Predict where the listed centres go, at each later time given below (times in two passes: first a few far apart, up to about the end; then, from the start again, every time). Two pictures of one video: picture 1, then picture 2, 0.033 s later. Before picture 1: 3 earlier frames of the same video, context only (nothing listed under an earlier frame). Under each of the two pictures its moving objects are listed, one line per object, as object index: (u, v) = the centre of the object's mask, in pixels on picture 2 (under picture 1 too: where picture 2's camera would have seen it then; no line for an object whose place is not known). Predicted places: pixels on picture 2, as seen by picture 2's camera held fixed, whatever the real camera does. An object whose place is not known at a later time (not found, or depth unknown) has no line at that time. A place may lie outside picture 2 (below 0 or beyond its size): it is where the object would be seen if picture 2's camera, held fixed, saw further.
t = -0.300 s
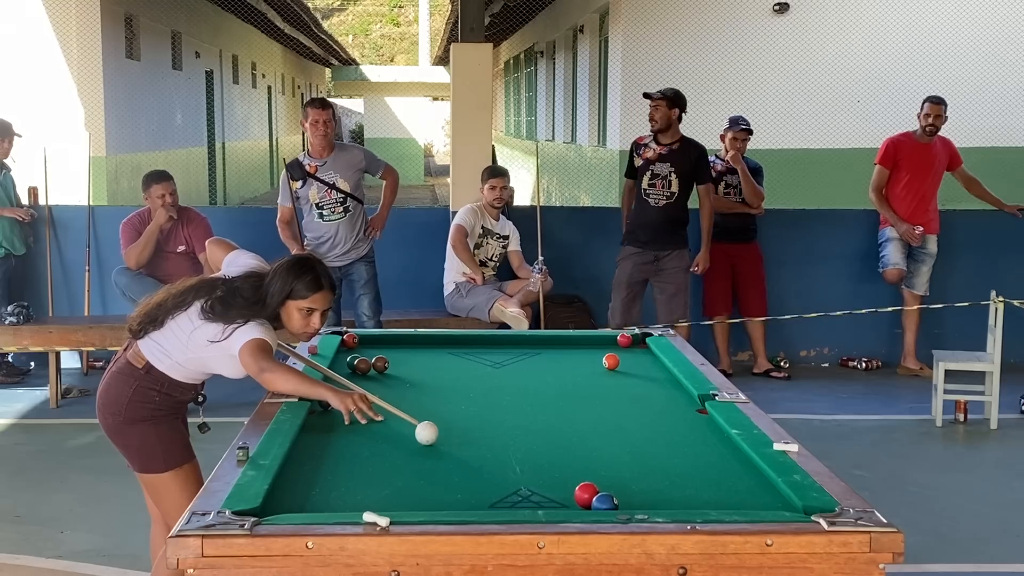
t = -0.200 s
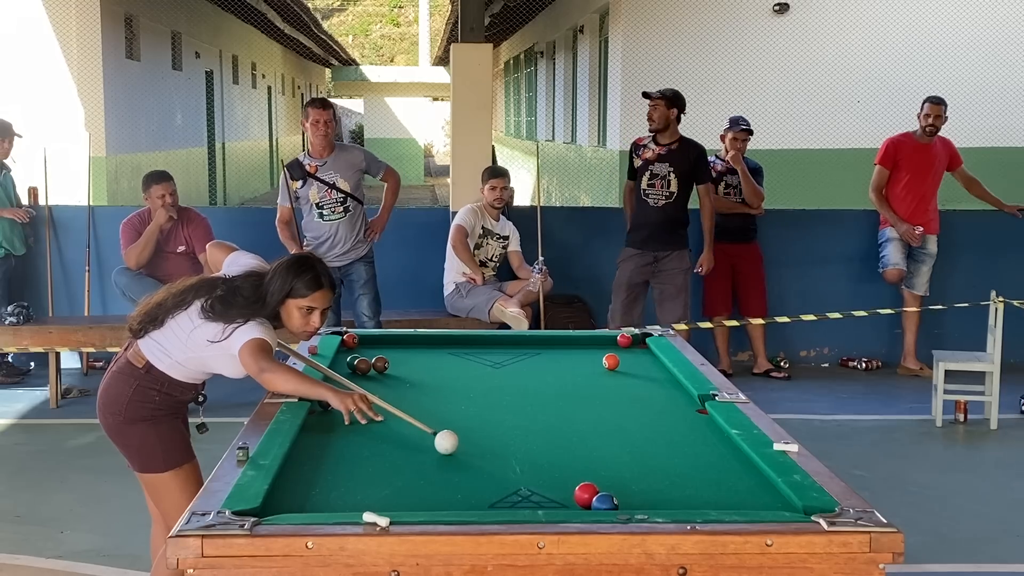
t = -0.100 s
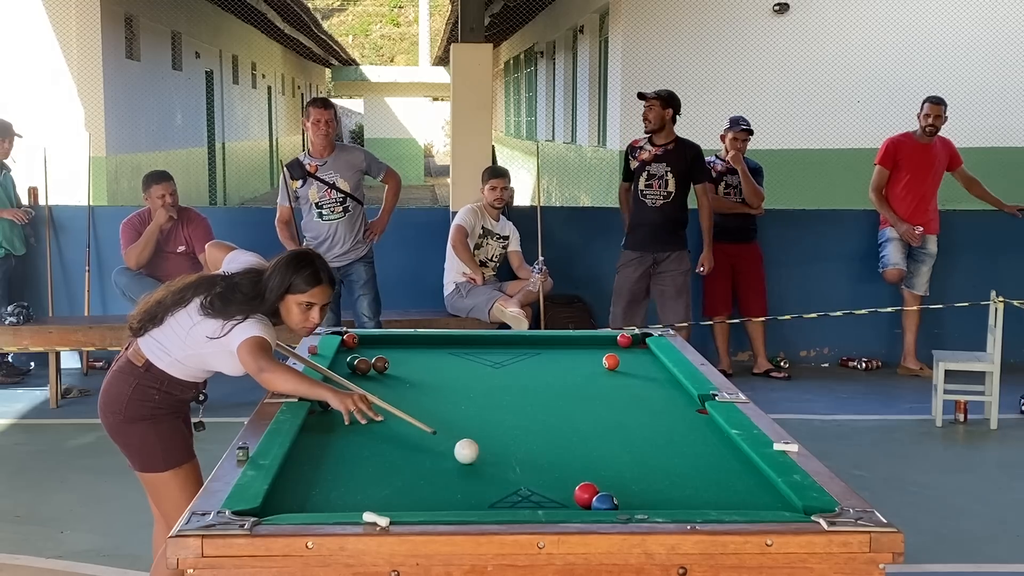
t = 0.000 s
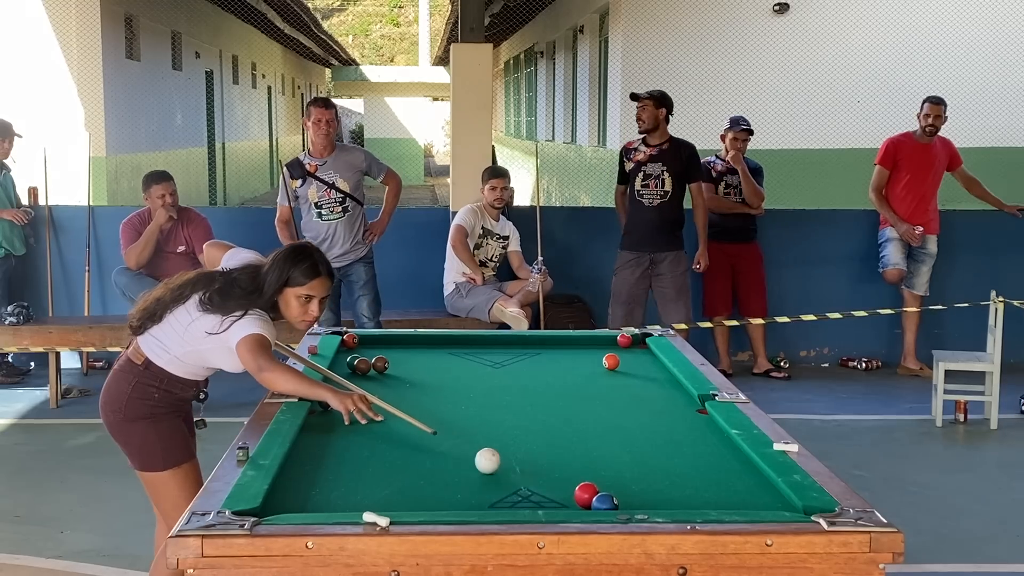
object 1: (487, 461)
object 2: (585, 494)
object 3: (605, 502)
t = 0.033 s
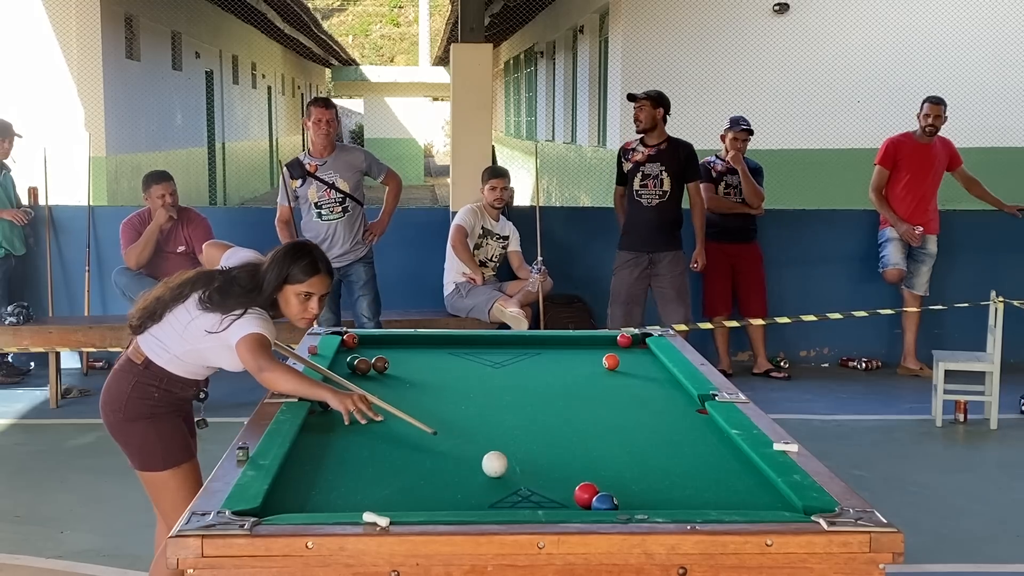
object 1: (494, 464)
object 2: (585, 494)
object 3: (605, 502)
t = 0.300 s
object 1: (556, 492)
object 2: (585, 494)
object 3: (605, 502)
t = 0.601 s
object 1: (575, 500)
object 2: (640, 498)
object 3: (612, 502)
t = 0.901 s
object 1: (569, 486)
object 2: (688, 499)
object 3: (633, 500)
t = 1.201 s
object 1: (563, 471)
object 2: (732, 501)
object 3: (650, 498)
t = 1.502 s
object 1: (559, 459)
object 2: (770, 502)
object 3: (664, 497)
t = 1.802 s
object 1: (554, 449)
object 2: (774, 502)
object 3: (674, 495)
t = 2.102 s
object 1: (550, 440)
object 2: (758, 502)
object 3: (679, 494)
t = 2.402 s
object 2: (746, 502)
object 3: (681, 494)
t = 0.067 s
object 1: (502, 467)
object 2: (585, 494)
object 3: (605, 502)
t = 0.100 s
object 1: (509, 471)
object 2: (585, 494)
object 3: (605, 502)
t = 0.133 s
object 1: (517, 474)
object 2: (585, 494)
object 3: (605, 502)
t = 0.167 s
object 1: (524, 478)
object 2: (585, 494)
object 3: (605, 502)
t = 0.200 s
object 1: (532, 481)
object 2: (585, 494)
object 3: (605, 502)
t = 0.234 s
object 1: (540, 485)
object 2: (585, 494)
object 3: (605, 502)
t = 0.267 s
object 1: (548, 488)
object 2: (585, 494)
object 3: (605, 502)
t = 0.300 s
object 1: (556, 492)
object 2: (585, 494)
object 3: (605, 502)
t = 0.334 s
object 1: (560, 495)
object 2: (589, 493)
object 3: (605, 502)
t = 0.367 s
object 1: (564, 498)
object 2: (596, 491)
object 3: (605, 502)
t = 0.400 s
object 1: (567, 500)
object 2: (605, 490)
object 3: (605, 502)
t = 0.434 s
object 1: (570, 502)
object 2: (614, 492)
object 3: (605, 502)
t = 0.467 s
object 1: (574, 504)
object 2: (619, 494)
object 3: (605, 503)
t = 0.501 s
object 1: (576, 503)
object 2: (624, 496)
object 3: (605, 502)
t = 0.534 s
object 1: (577, 502)
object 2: (628, 497)
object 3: (605, 502)
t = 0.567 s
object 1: (576, 501)
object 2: (634, 497)
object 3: (609, 502)
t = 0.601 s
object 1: (575, 500)
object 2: (640, 498)
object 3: (612, 502)
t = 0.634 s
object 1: (575, 499)
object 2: (646, 498)
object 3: (614, 502)
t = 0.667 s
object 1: (574, 498)
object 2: (651, 498)
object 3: (617, 501)
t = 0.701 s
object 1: (573, 496)
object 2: (656, 498)
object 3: (619, 501)
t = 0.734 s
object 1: (572, 495)
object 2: (662, 498)
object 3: (622, 501)
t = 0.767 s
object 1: (572, 493)
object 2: (667, 499)
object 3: (624, 501)
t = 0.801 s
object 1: (571, 491)
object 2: (673, 499)
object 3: (626, 501)
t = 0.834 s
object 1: (570, 489)
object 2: (678, 499)
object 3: (629, 500)
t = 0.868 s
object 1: (569, 488)
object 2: (683, 499)
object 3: (631, 500)
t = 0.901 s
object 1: (569, 486)
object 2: (688, 499)
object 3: (633, 500)
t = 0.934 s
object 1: (568, 484)
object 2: (693, 499)
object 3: (635, 500)
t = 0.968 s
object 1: (567, 482)
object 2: (698, 500)
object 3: (637, 500)
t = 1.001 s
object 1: (567, 481)
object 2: (703, 500)
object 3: (639, 499)
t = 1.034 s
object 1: (566, 479)
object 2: (708, 500)
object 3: (641, 499)
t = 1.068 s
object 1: (566, 478)
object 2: (713, 500)
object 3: (643, 499)
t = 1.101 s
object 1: (565, 476)
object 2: (718, 500)
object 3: (645, 499)
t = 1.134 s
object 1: (564, 475)
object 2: (722, 500)
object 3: (647, 499)
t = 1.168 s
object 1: (564, 473)
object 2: (727, 501)
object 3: (649, 499)
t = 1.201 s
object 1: (563, 471)
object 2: (732, 501)
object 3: (650, 498)
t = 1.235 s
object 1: (563, 470)
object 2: (736, 501)
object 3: (652, 498)
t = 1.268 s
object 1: (562, 469)
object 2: (741, 501)
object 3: (654, 498)
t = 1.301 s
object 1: (562, 467)
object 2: (745, 501)
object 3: (655, 498)
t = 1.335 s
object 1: (561, 466)
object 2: (749, 501)
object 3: (657, 498)
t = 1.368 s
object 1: (561, 464)
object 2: (753, 501)
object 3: (658, 498)
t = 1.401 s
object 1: (560, 463)
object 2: (757, 502)
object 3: (660, 498)
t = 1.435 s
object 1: (560, 462)
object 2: (761, 502)
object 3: (661, 497)
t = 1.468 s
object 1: (559, 461)
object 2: (765, 502)
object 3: (663, 497)
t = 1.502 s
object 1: (559, 459)
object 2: (770, 502)
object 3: (664, 497)
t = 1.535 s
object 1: (558, 458)
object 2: (773, 502)
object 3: (665, 497)
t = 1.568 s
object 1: (558, 457)
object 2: (777, 502)
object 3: (666, 497)
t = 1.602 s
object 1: (557, 456)
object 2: (781, 502)
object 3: (668, 497)
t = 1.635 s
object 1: (557, 454)
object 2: (785, 502)
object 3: (669, 496)
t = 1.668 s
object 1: (556, 453)
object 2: (782, 502)
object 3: (670, 496)
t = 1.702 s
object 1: (556, 452)
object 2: (780, 502)
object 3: (671, 496)
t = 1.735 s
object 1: (555, 451)
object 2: (778, 502)
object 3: (672, 496)
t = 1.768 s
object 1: (555, 450)
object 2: (776, 502)
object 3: (673, 496)
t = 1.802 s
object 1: (554, 449)
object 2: (774, 502)
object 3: (674, 495)
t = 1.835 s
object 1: (554, 447)
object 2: (772, 502)
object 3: (675, 495)
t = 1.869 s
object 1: (553, 446)
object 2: (770, 502)
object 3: (675, 495)
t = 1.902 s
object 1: (553, 445)
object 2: (768, 502)
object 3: (676, 495)
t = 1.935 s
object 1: (552, 444)
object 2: (766, 502)
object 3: (677, 495)
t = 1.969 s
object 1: (552, 443)
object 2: (764, 502)
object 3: (677, 495)
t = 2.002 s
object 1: (551, 442)
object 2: (762, 502)
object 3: (678, 495)
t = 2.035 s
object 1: (551, 441)
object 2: (761, 502)
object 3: (679, 494)
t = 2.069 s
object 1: (550, 440)
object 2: (759, 503)
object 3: (679, 494)
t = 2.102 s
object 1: (550, 440)
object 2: (758, 502)
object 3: (679, 494)
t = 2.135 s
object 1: (549, 439)
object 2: (756, 502)
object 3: (680, 494)
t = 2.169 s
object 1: (549, 438)
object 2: (755, 502)
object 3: (680, 494)
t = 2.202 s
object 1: (548, 437)
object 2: (753, 502)
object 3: (680, 494)
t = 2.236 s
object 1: (548, 436)
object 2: (752, 502)
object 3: (680, 494)
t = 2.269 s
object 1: (547, 435)
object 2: (750, 502)
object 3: (681, 494)
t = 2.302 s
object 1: (547, 434)
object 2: (749, 502)
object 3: (681, 494)
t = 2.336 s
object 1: (546, 433)
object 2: (748, 502)
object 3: (681, 494)
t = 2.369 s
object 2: (747, 502)
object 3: (681, 494)
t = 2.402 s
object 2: (746, 502)
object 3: (681, 494)
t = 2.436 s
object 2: (738, 502)
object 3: (681, 494)
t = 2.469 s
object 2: (747, 502)
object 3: (681, 494)
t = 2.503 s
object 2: (743, 502)
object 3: (681, 494)
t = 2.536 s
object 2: (742, 502)
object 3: (681, 494)
